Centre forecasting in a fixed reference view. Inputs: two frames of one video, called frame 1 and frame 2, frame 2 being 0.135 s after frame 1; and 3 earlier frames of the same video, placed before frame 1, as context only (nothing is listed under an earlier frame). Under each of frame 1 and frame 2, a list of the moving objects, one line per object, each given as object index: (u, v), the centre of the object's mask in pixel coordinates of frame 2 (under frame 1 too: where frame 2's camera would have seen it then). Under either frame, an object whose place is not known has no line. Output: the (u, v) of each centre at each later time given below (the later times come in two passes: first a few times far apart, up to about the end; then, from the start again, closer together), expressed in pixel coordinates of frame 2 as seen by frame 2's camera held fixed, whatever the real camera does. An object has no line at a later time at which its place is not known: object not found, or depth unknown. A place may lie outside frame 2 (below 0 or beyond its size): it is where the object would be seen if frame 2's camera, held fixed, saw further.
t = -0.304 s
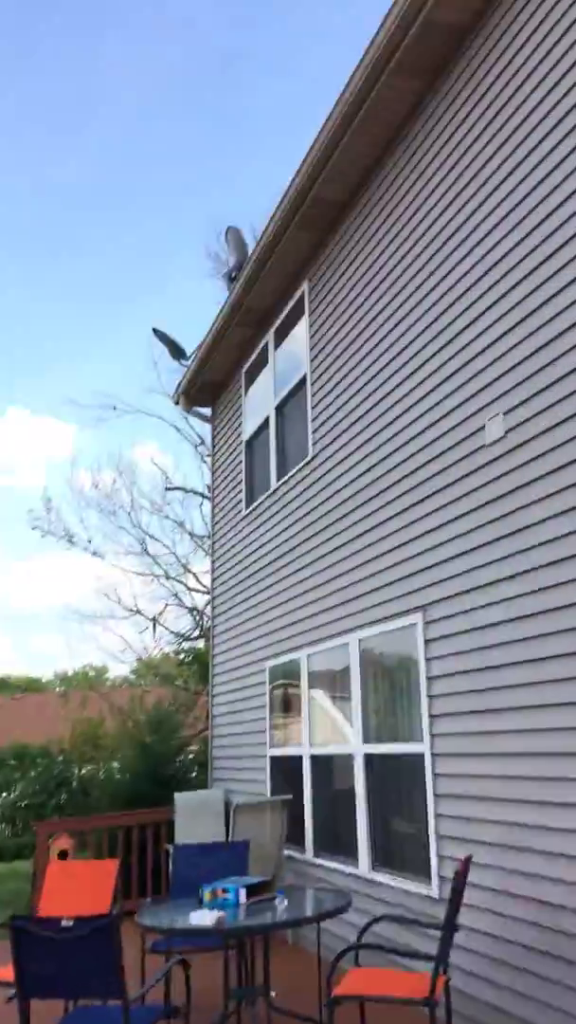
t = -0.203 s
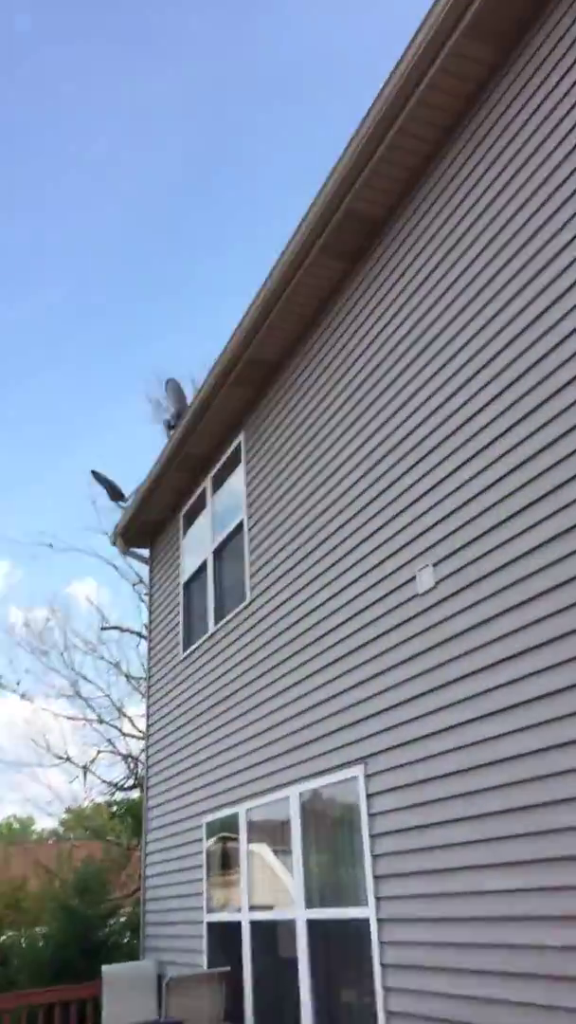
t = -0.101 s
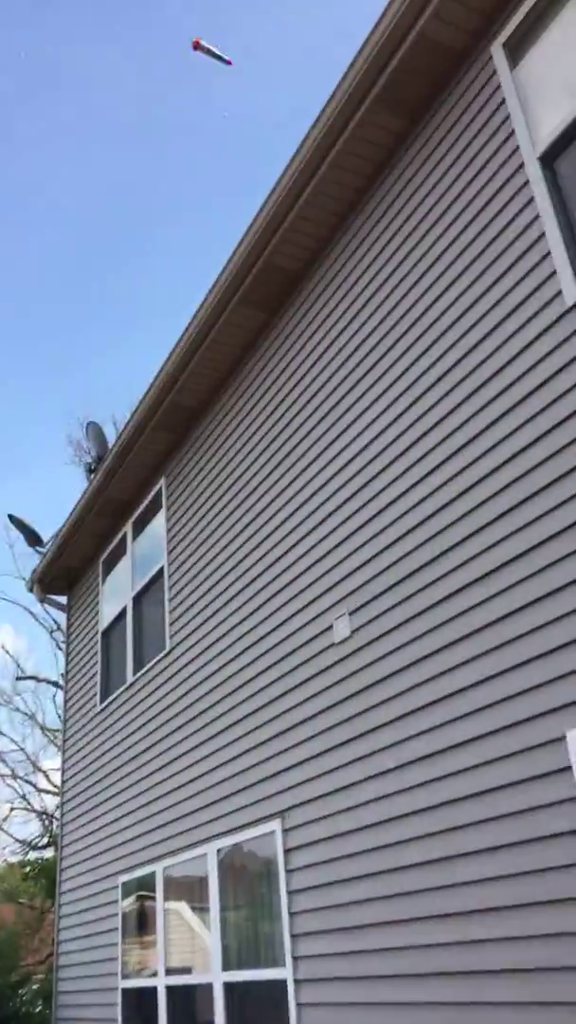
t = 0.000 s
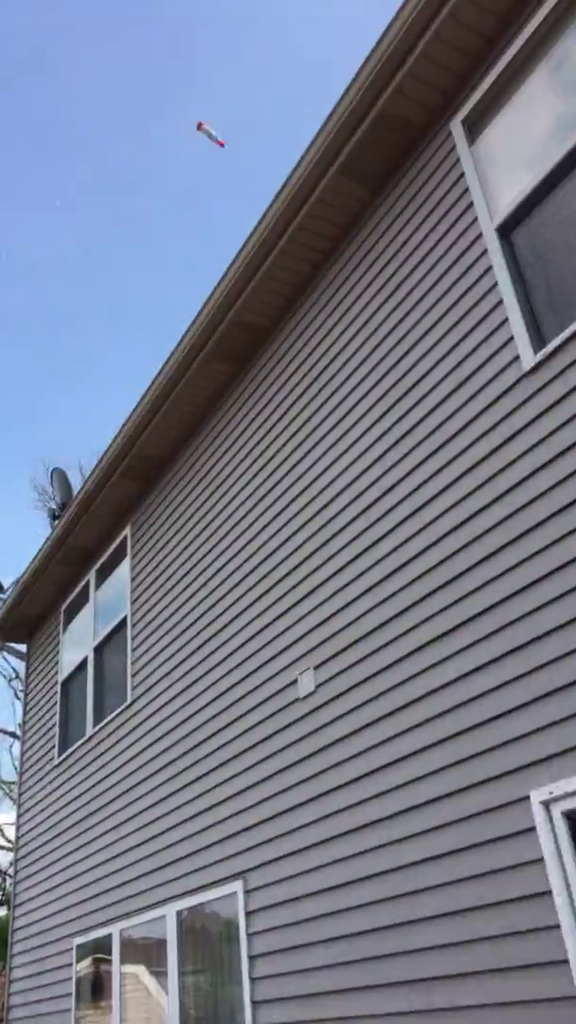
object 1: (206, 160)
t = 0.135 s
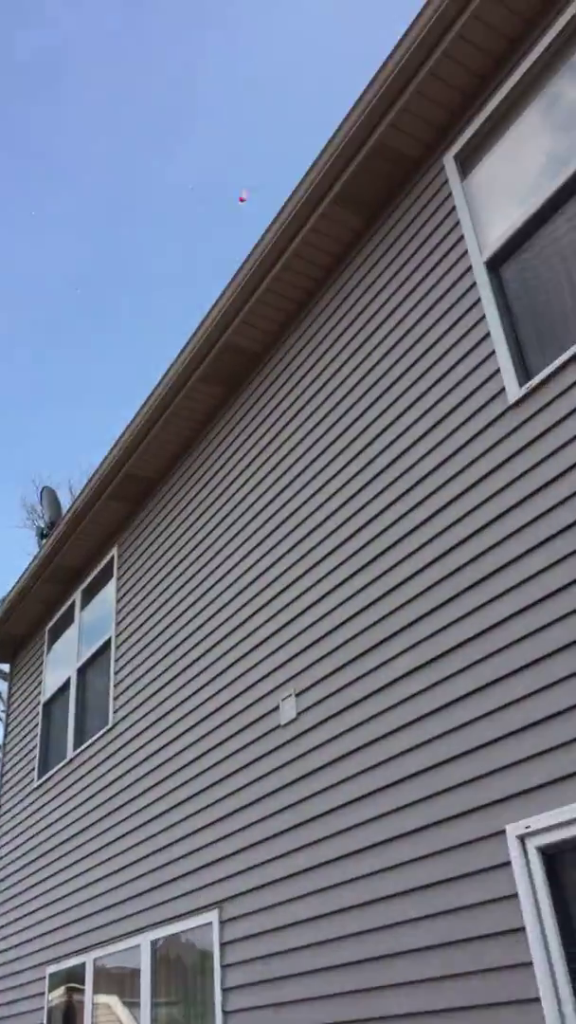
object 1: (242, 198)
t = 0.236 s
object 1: (262, 226)
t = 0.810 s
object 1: (233, 265)
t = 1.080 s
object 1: (216, 311)
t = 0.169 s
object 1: (251, 207)
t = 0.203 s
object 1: (261, 220)
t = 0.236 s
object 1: (262, 226)
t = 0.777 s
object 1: (227, 267)
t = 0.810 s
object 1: (233, 265)
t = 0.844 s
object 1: (231, 267)
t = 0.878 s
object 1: (230, 270)
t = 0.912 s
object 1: (230, 274)
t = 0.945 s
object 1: (227, 279)
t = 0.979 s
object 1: (225, 285)
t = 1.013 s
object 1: (223, 295)
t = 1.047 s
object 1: (218, 301)
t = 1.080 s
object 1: (216, 311)
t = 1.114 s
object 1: (215, 323)
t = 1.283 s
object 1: (208, 417)
